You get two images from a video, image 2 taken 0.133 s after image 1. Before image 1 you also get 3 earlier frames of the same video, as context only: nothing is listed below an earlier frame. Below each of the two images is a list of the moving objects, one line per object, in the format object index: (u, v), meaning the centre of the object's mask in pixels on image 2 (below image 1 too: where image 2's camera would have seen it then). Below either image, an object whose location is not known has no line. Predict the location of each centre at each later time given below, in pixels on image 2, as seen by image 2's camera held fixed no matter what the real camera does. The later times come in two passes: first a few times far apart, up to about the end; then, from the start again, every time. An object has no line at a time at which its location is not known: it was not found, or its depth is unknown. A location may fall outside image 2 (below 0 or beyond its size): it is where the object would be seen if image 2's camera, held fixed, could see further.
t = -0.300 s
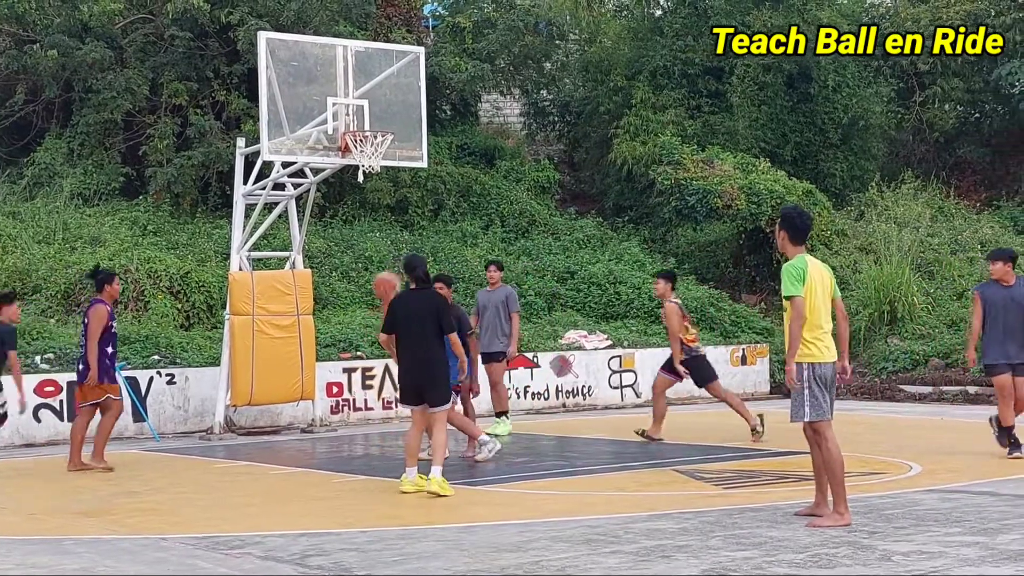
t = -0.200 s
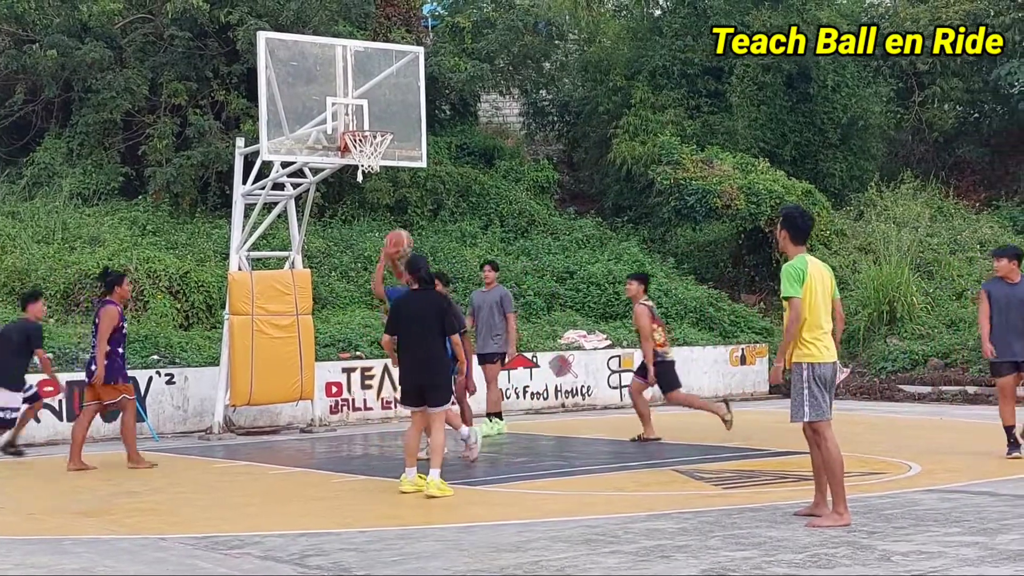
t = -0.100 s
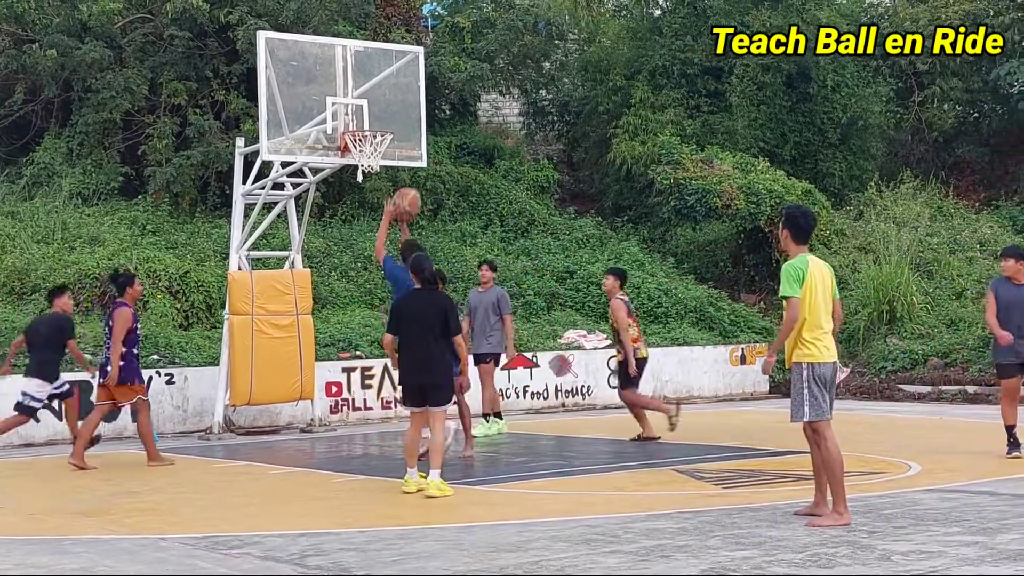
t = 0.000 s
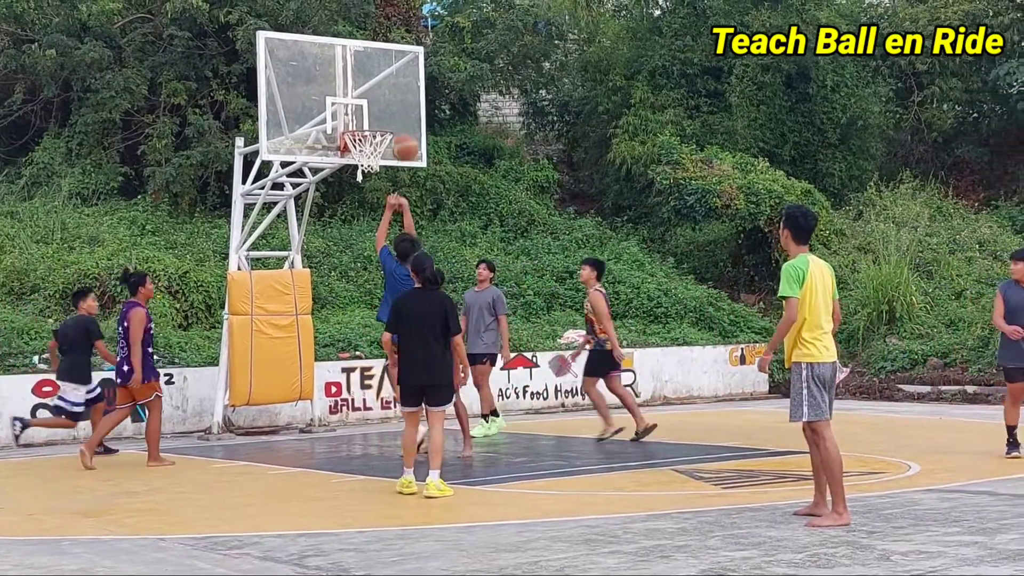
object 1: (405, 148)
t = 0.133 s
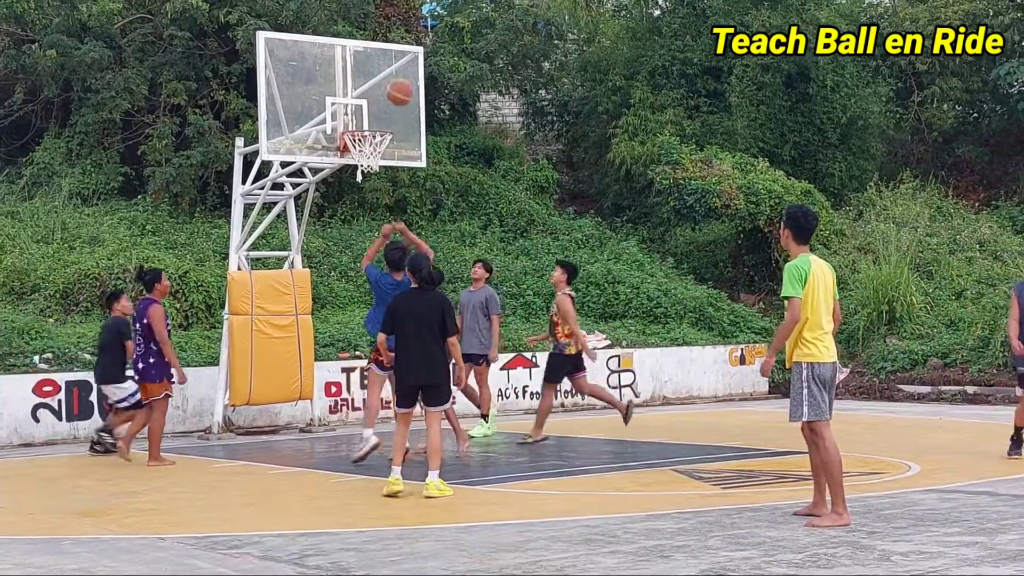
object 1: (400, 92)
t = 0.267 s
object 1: (397, 58)
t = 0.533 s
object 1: (392, 48)
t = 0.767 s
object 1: (390, 97)
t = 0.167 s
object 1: (399, 82)
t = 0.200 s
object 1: (397, 73)
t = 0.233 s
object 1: (396, 65)
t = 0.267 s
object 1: (397, 58)
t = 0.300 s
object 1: (397, 53)
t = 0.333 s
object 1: (396, 48)
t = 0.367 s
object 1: (395, 45)
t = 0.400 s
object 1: (394, 44)
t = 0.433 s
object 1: (394, 43)
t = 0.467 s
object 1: (393, 44)
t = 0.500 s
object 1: (393, 45)
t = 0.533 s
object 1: (392, 48)
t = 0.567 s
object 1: (392, 52)
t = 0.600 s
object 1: (392, 57)
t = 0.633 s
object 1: (391, 62)
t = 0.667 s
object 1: (391, 71)
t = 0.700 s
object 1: (390, 79)
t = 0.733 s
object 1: (391, 88)
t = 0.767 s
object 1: (390, 97)
